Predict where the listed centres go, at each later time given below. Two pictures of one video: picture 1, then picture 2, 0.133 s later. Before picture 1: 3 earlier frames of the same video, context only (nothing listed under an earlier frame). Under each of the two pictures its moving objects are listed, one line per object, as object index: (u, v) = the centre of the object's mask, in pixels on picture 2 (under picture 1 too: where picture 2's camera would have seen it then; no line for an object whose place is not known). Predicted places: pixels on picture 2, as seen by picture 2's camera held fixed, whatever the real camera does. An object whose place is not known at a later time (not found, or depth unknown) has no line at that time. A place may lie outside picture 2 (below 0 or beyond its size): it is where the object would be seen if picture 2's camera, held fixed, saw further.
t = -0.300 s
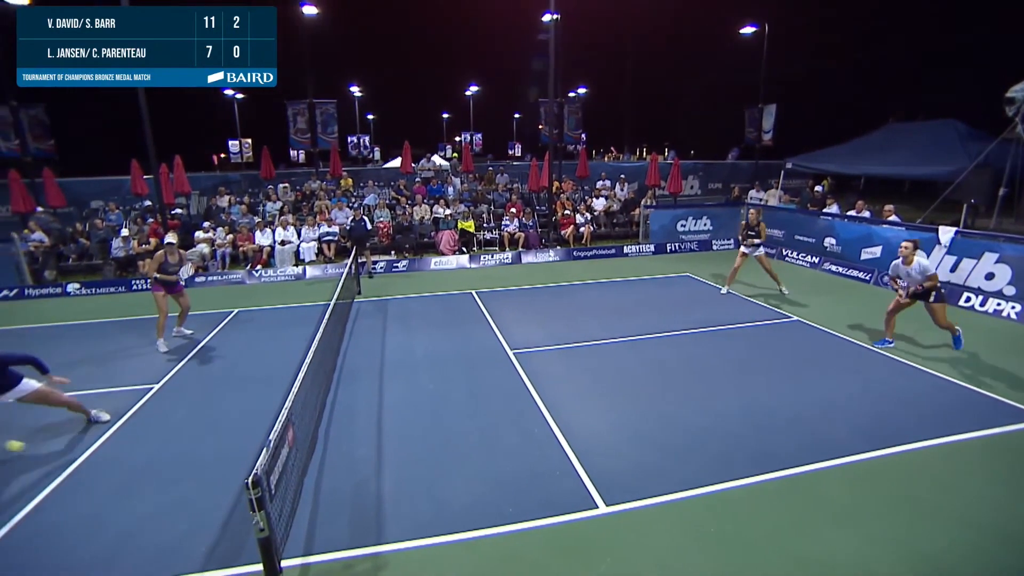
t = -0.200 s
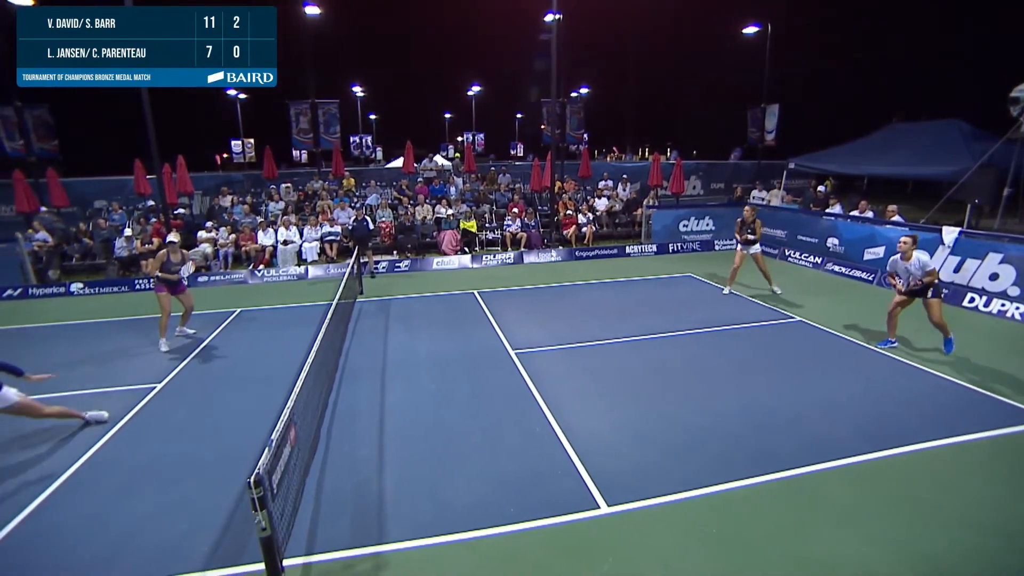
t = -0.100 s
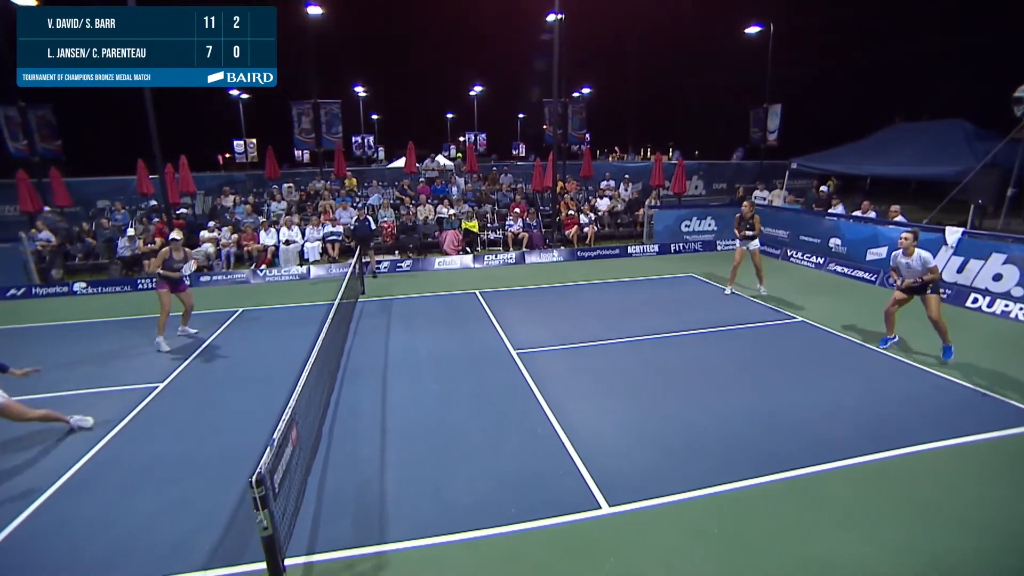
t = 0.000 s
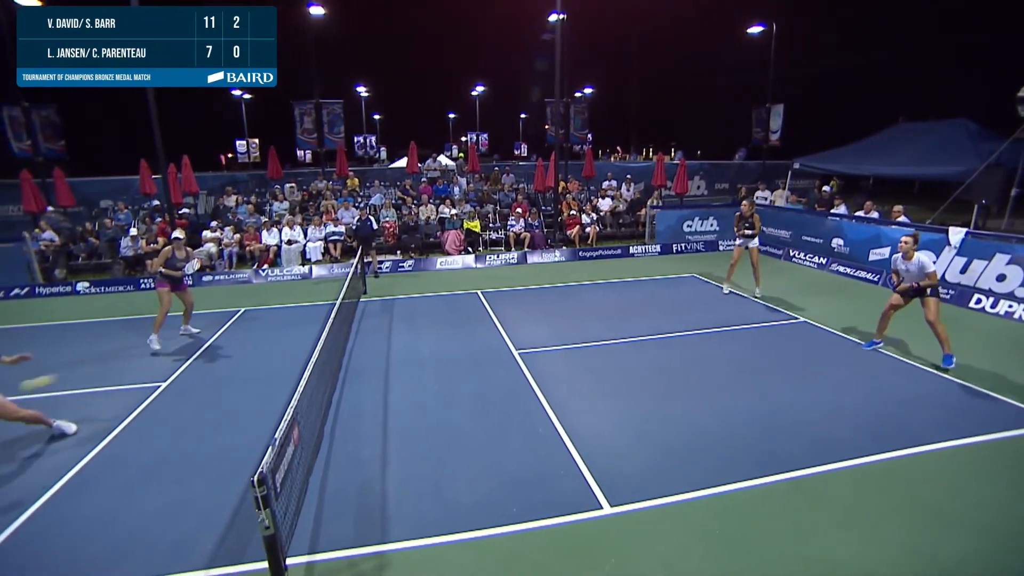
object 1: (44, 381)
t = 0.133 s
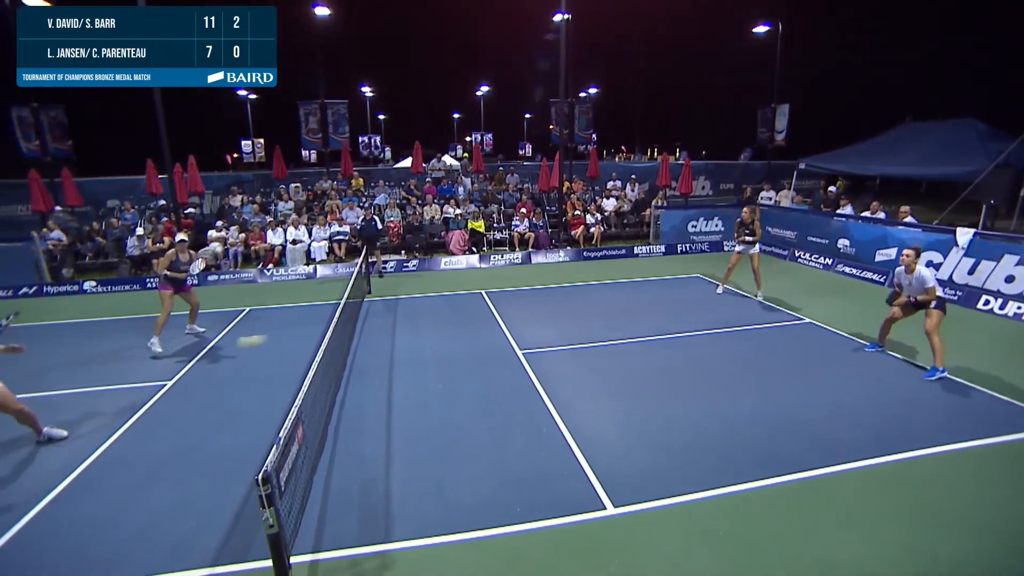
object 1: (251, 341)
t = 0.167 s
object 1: (297, 336)
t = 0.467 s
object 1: (634, 349)
